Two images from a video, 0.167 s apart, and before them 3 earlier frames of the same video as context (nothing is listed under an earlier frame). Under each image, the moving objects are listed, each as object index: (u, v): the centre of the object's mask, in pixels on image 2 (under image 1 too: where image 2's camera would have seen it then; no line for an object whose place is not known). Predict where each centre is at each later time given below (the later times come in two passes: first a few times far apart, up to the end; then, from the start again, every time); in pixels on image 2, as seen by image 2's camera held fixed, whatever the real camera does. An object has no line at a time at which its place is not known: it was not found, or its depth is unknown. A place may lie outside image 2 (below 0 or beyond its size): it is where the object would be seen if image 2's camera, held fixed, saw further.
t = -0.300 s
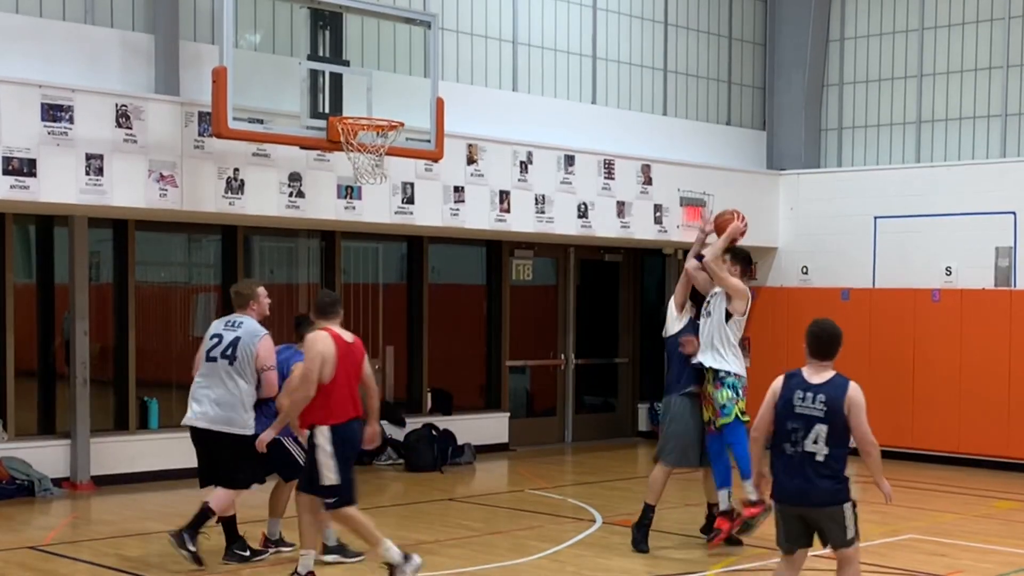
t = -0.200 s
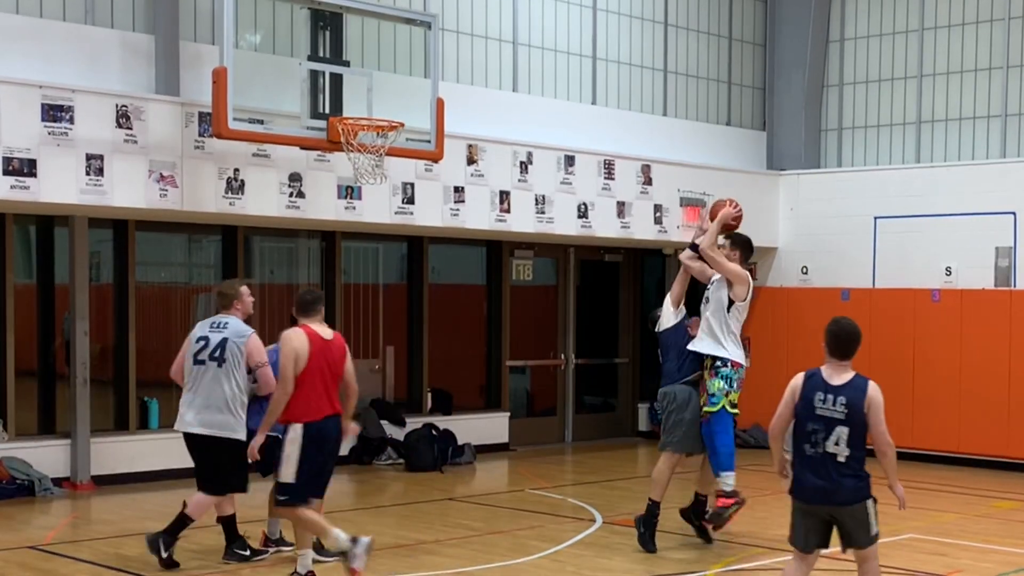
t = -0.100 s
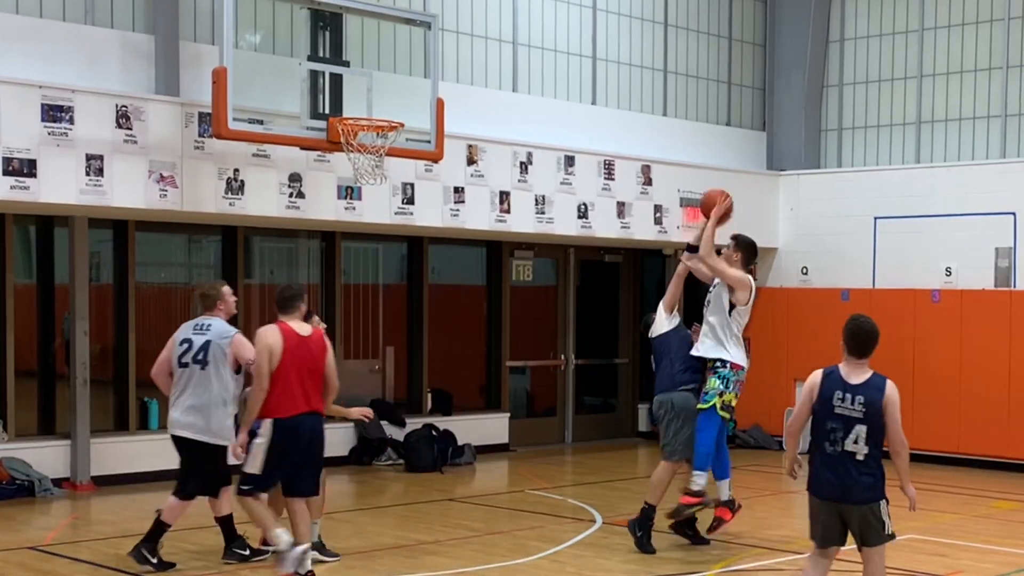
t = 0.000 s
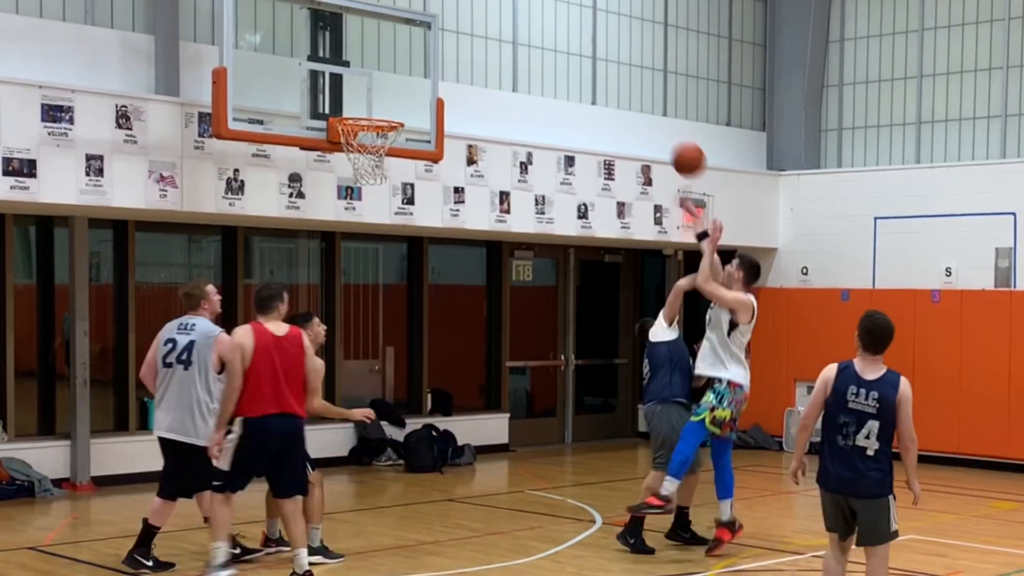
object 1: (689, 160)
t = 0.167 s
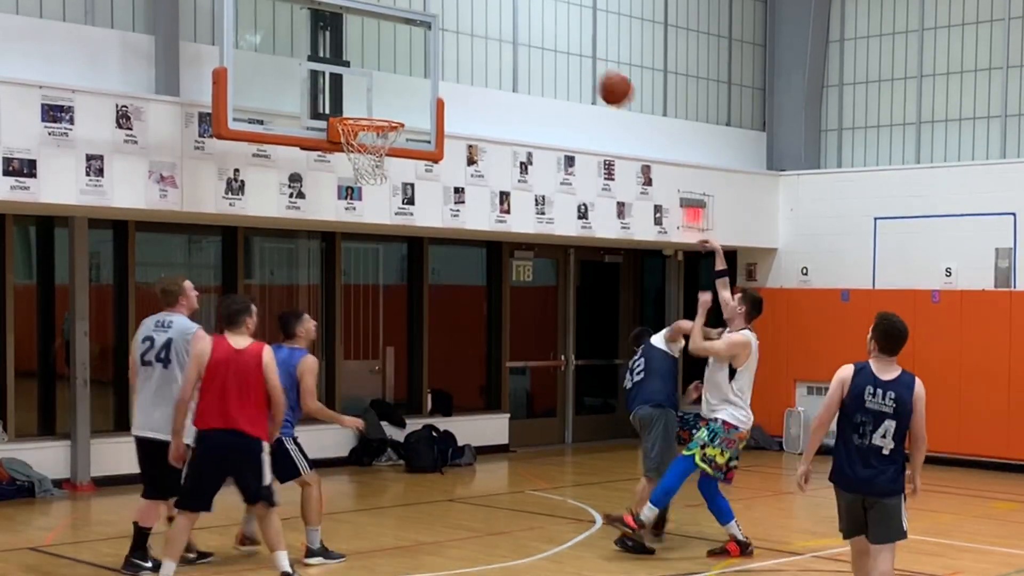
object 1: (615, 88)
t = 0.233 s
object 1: (587, 71)
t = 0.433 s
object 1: (499, 56)
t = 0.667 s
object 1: (400, 107)
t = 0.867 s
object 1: (356, 110)
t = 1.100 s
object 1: (375, 118)
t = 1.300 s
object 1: (347, 151)
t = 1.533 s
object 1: (353, 179)
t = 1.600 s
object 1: (356, 199)
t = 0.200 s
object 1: (601, 79)
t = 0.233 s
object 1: (587, 71)
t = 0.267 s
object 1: (571, 65)
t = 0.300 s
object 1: (557, 60)
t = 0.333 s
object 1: (543, 57)
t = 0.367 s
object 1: (529, 55)
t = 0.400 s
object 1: (514, 55)
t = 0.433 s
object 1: (499, 56)
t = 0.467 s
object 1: (485, 59)
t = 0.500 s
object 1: (470, 64)
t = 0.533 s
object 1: (456, 69)
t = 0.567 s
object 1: (442, 76)
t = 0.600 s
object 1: (428, 85)
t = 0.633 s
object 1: (413, 96)
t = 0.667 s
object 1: (400, 107)
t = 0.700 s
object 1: (392, 106)
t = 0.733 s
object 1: (384, 105)
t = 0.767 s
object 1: (377, 105)
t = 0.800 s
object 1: (370, 106)
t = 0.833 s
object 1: (362, 108)
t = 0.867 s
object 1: (356, 110)
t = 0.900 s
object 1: (360, 109)
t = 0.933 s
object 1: (366, 108)
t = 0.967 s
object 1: (372, 109)
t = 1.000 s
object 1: (378, 110)
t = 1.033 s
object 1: (384, 111)
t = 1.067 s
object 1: (380, 115)
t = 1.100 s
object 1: (375, 118)
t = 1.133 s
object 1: (371, 124)
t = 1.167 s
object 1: (365, 129)
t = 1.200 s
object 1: (360, 134)
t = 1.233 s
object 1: (355, 143)
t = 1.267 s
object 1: (350, 149)
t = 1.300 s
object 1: (347, 151)
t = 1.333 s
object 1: (346, 150)
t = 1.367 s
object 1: (347, 151)
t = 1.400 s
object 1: (348, 152)
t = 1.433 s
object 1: (350, 158)
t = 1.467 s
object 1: (350, 162)
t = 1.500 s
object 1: (351, 170)
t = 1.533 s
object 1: (353, 179)
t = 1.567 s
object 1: (355, 189)
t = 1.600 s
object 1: (356, 199)
